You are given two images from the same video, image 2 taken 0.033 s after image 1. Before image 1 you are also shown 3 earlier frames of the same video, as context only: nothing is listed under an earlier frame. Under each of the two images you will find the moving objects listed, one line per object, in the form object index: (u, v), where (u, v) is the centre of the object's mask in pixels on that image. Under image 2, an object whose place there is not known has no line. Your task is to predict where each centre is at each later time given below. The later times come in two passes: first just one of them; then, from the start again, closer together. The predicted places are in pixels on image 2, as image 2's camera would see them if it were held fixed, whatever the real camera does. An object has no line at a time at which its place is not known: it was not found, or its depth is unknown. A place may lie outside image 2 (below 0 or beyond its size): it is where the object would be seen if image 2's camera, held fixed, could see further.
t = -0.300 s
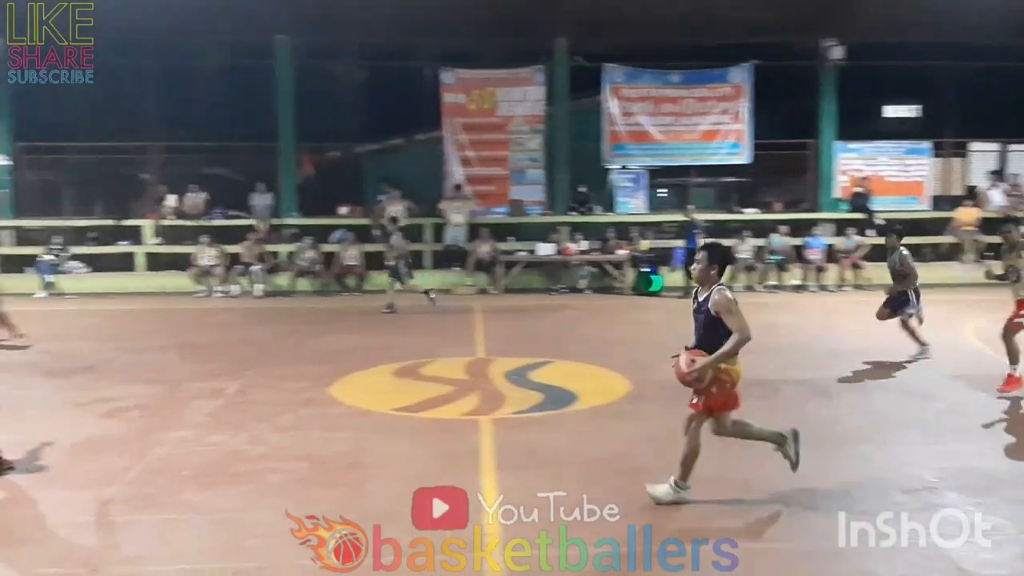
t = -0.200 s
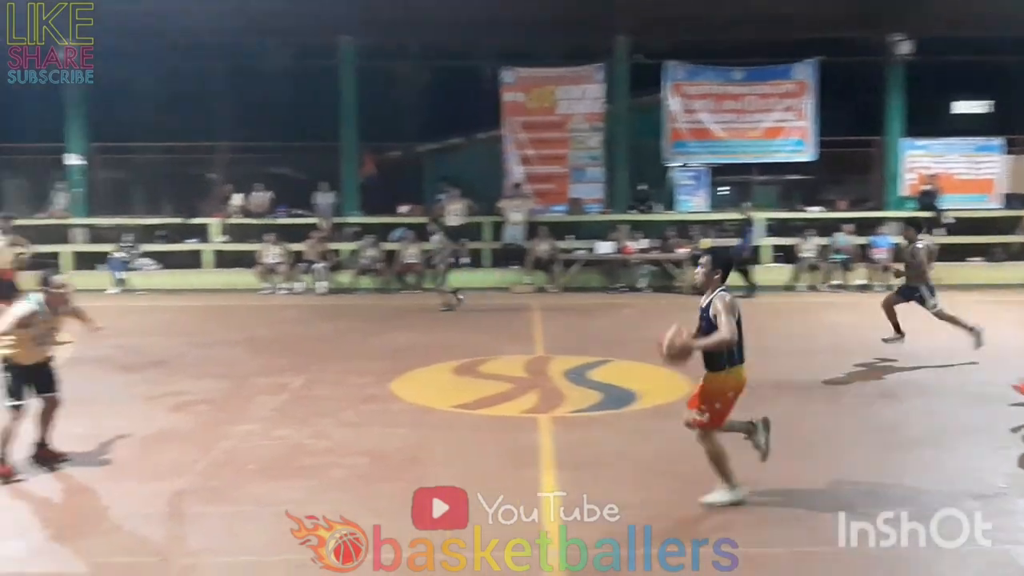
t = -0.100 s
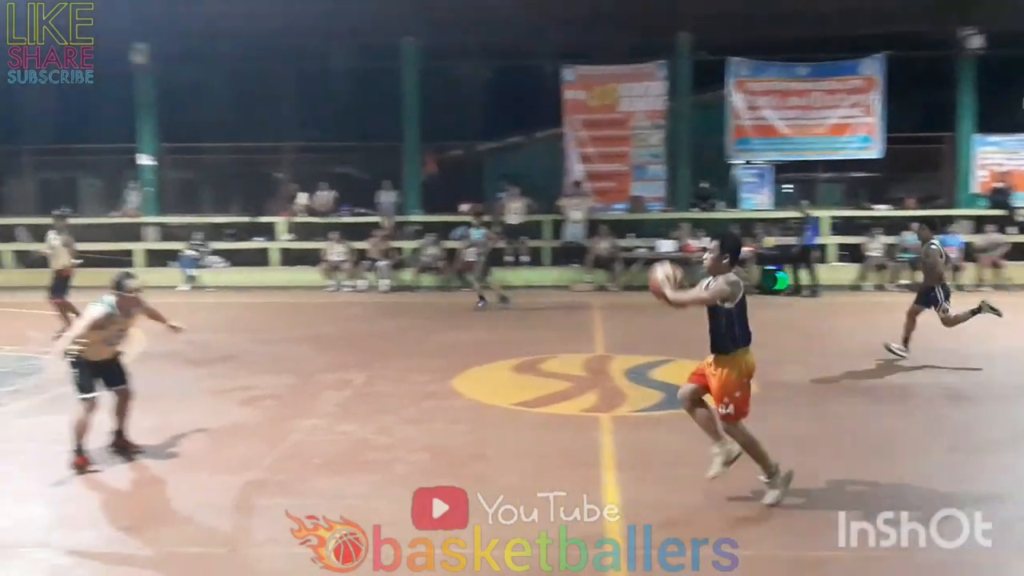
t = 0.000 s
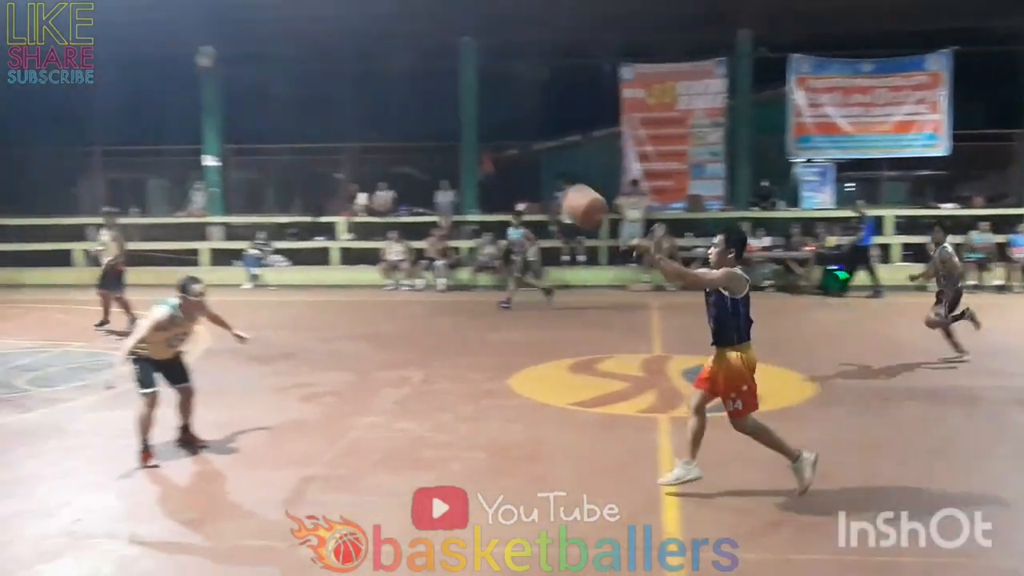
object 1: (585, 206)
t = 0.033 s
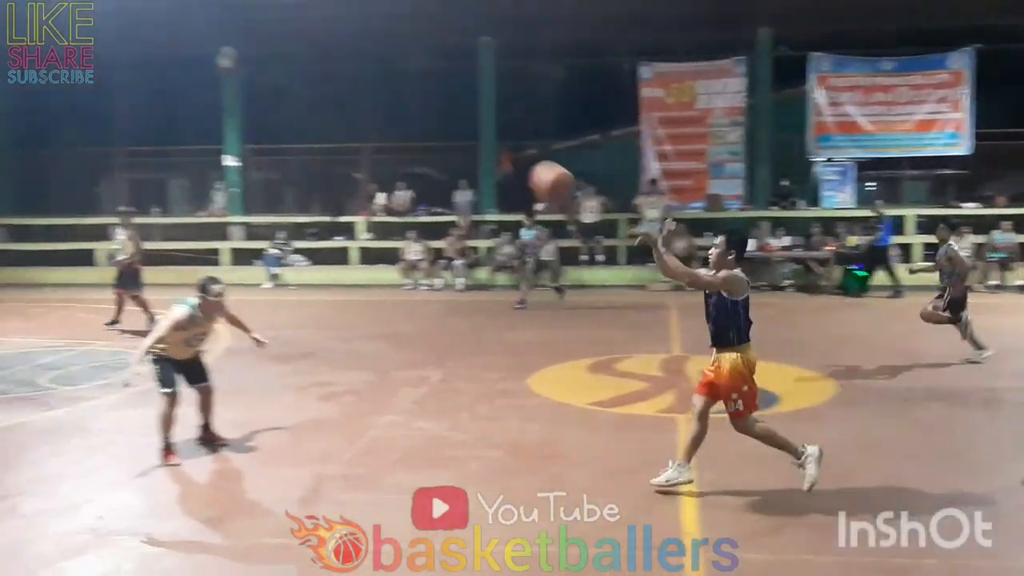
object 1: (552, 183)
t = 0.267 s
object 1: (198, 67)
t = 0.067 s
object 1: (500, 161)
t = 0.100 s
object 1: (450, 141)
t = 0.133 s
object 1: (398, 123)
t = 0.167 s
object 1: (347, 106)
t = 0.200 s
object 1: (296, 92)
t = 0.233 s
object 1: (246, 77)
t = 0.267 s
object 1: (198, 67)
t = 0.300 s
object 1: (145, 58)
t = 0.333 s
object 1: (98, 50)
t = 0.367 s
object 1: (49, 44)
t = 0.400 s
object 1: (0, 40)
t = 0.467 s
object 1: (-98, 36)
